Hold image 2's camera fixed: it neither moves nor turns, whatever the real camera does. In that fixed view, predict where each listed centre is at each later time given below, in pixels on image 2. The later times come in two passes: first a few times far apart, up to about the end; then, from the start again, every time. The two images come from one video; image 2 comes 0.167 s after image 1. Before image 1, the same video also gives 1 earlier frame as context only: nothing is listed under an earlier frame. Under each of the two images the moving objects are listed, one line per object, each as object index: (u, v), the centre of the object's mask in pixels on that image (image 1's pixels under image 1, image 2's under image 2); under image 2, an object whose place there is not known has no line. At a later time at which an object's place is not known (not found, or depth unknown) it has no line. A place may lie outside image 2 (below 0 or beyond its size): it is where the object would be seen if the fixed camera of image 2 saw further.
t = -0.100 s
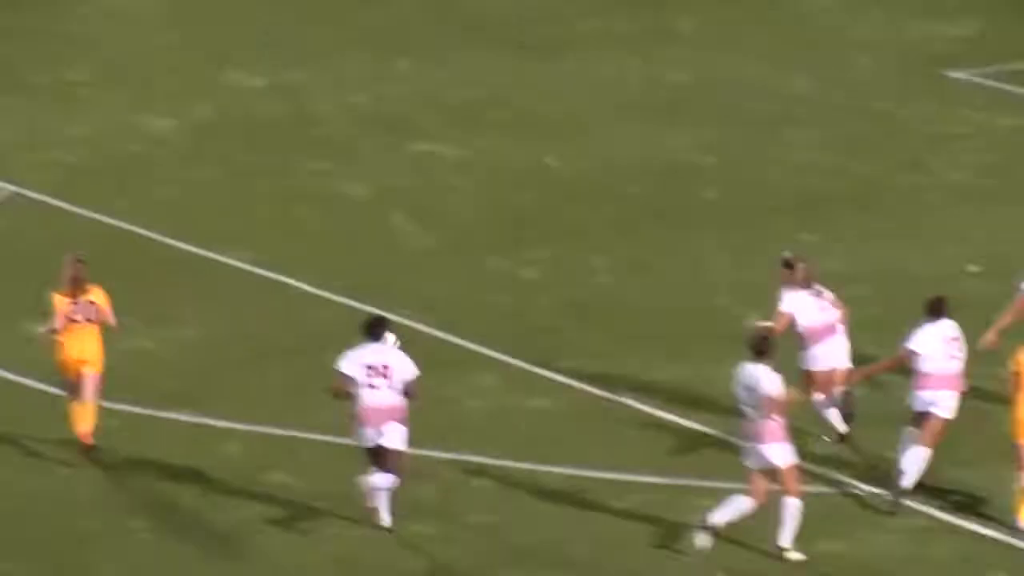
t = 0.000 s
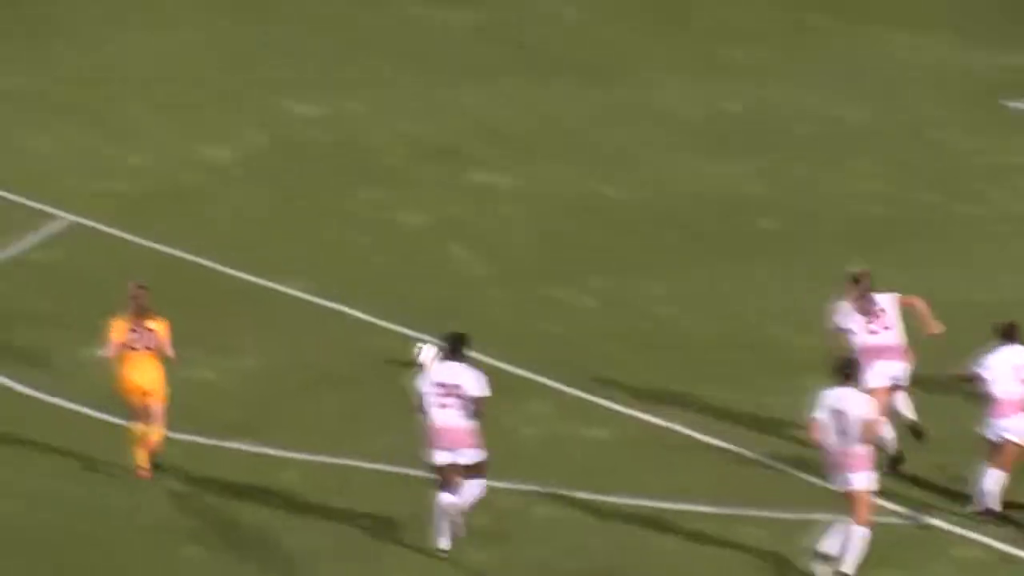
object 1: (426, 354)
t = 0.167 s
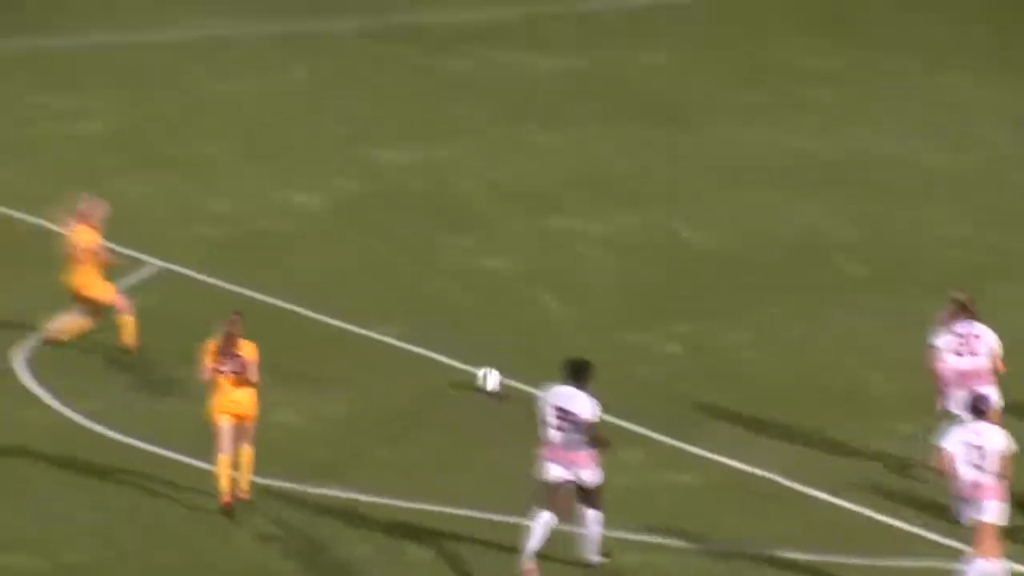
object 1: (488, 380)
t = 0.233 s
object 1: (477, 368)
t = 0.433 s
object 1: (453, 346)
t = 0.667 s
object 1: (425, 319)
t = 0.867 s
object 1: (406, 298)
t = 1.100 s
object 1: (388, 276)
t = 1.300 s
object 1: (374, 258)
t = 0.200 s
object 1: (483, 374)
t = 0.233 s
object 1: (477, 368)
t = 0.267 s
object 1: (474, 367)
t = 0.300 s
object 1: (470, 362)
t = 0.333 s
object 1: (465, 356)
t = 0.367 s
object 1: (461, 352)
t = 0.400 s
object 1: (457, 349)
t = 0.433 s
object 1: (453, 346)
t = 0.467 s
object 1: (449, 343)
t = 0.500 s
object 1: (444, 337)
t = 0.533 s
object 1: (441, 332)
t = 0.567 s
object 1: (437, 328)
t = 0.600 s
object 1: (433, 325)
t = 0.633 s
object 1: (430, 324)
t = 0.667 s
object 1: (425, 319)
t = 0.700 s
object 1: (422, 315)
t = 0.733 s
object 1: (419, 311)
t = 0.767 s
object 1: (416, 309)
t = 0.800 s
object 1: (412, 306)
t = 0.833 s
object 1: (410, 302)
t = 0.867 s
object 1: (406, 298)
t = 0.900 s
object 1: (403, 295)
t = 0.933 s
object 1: (401, 293)
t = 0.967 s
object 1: (398, 290)
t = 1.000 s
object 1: (396, 285)
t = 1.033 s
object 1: (393, 281)
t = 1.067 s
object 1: (391, 278)
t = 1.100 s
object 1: (388, 276)
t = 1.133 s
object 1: (386, 275)
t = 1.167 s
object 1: (383, 271)
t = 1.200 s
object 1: (381, 265)
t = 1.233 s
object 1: (378, 262)
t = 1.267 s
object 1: (375, 259)
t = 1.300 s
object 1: (374, 258)
